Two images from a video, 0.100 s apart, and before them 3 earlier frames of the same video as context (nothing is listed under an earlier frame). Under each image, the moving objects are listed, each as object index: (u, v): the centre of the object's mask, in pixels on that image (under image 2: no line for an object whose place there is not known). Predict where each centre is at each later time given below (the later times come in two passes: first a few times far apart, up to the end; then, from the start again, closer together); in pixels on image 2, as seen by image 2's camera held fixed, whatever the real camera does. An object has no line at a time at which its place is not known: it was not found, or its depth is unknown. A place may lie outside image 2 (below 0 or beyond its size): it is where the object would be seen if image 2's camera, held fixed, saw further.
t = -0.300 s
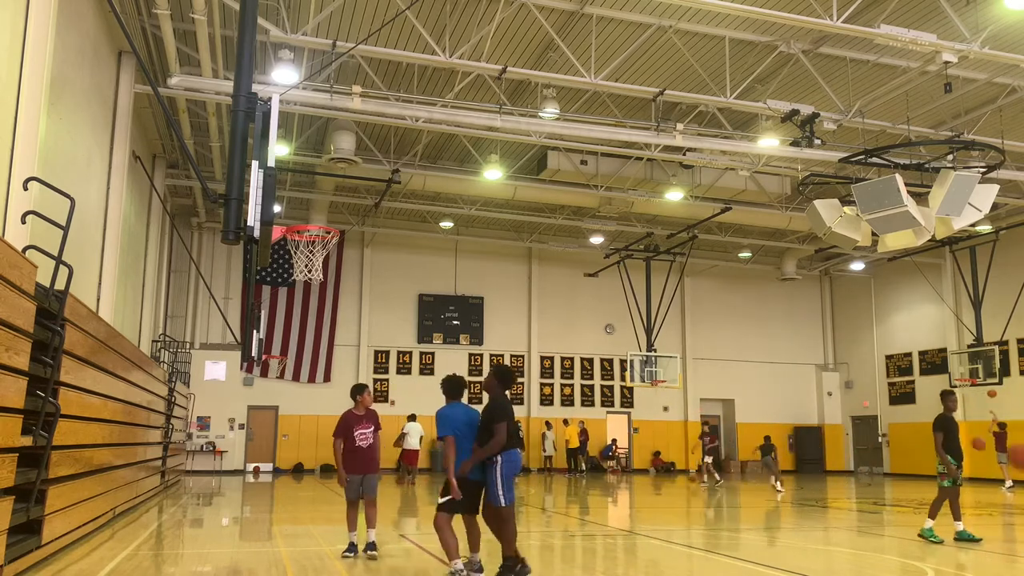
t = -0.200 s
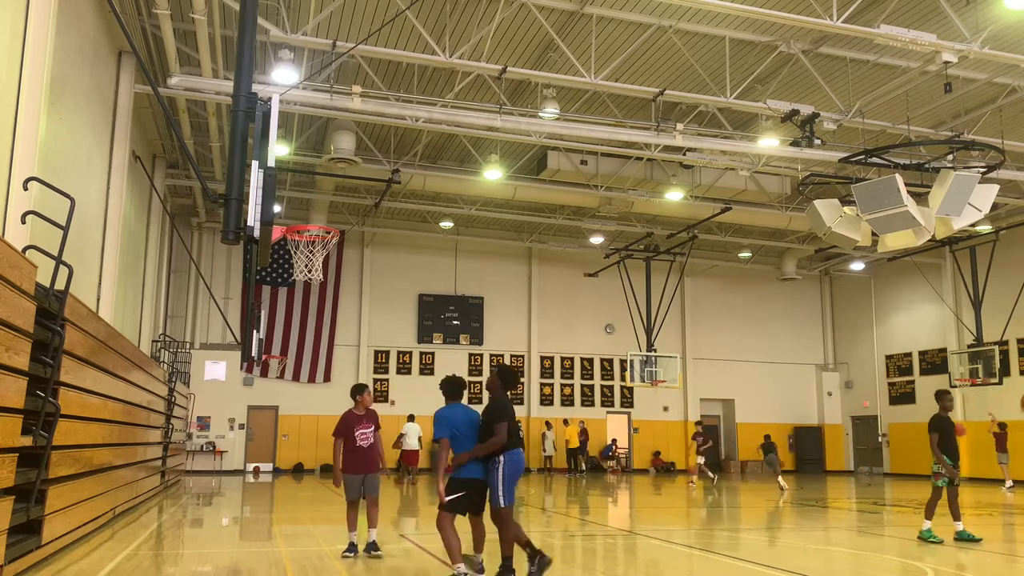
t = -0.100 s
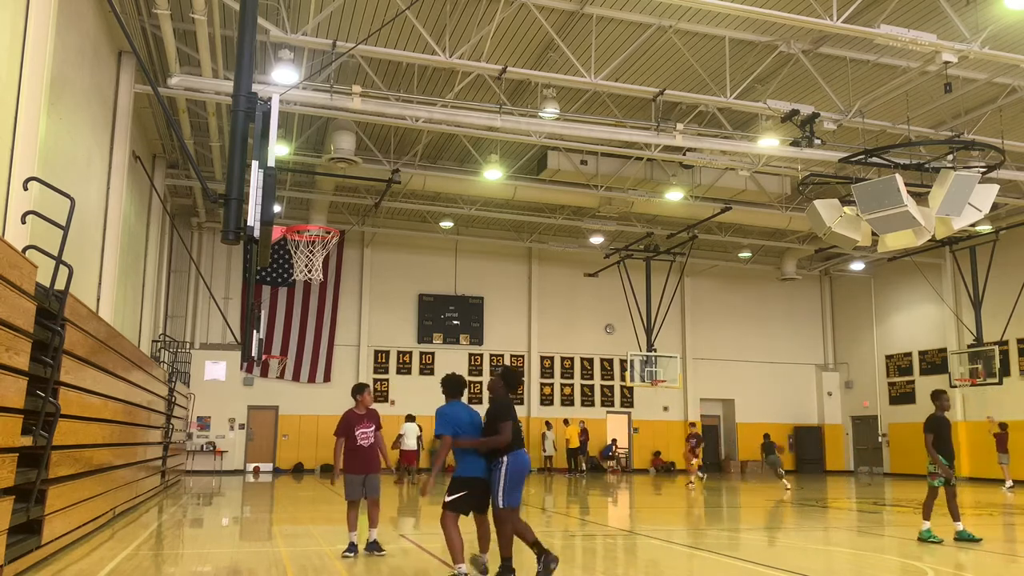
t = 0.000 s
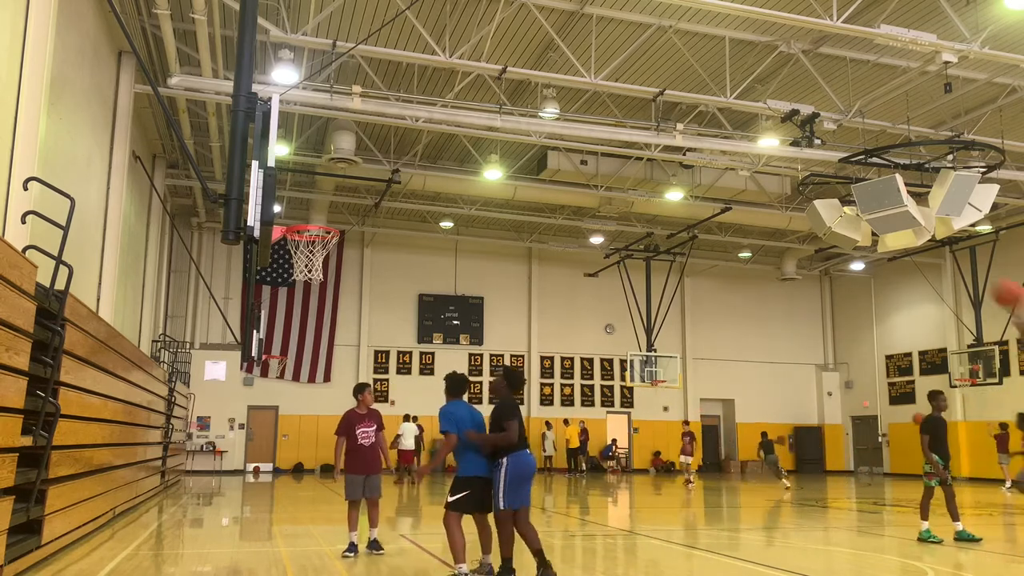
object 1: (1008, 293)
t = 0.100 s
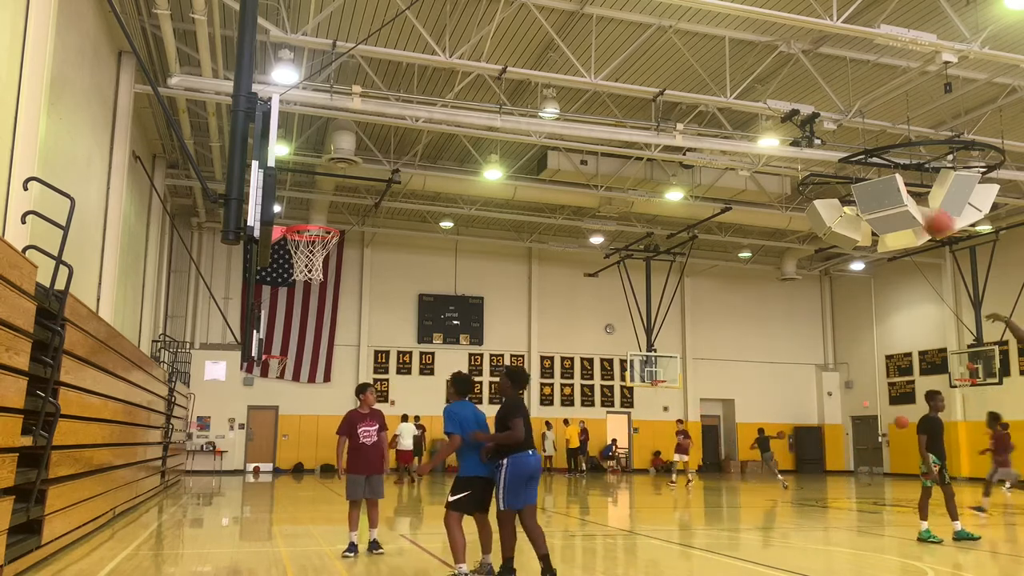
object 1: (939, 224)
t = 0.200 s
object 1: (872, 167)
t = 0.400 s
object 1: (752, 91)
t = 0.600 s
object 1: (639, 59)
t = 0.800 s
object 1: (534, 65)
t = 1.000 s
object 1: (430, 111)
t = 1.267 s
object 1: (303, 216)
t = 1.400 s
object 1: (327, 214)
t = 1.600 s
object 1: (357, 239)
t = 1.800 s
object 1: (380, 292)
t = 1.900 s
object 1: (389, 327)
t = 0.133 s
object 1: (916, 203)
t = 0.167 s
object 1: (894, 185)
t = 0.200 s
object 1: (872, 167)
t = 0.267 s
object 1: (832, 137)
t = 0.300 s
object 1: (809, 124)
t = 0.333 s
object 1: (791, 112)
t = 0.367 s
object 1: (770, 101)
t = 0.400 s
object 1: (752, 91)
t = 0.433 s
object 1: (732, 83)
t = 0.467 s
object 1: (713, 76)
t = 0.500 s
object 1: (695, 70)
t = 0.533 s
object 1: (676, 64)
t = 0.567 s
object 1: (657, 61)
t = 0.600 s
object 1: (639, 59)
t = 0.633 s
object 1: (622, 57)
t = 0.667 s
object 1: (604, 56)
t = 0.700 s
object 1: (586, 58)
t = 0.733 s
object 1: (569, 59)
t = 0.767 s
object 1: (550, 62)
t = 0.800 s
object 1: (534, 65)
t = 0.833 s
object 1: (515, 70)
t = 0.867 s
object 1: (500, 77)
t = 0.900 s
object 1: (482, 84)
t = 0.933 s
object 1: (464, 91)
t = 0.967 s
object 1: (447, 101)
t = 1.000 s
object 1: (430, 111)
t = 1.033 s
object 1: (413, 122)
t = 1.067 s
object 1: (396, 135)
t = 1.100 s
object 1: (379, 148)
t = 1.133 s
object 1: (361, 162)
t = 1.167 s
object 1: (345, 177)
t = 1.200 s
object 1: (326, 193)
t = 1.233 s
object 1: (307, 211)
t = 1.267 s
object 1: (303, 216)
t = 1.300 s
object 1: (310, 215)
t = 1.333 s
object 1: (316, 214)
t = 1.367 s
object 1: (322, 214)
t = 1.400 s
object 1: (327, 214)
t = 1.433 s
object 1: (333, 216)
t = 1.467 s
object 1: (339, 219)
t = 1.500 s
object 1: (343, 222)
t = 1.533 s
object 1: (348, 227)
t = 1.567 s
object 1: (353, 232)
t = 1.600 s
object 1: (357, 239)
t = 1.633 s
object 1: (361, 246)
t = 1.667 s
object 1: (365, 254)
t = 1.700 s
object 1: (369, 263)
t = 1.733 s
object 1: (373, 272)
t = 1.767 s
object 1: (376, 282)
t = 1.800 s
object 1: (380, 292)
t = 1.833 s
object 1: (383, 303)
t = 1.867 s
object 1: (386, 315)
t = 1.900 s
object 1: (389, 327)
